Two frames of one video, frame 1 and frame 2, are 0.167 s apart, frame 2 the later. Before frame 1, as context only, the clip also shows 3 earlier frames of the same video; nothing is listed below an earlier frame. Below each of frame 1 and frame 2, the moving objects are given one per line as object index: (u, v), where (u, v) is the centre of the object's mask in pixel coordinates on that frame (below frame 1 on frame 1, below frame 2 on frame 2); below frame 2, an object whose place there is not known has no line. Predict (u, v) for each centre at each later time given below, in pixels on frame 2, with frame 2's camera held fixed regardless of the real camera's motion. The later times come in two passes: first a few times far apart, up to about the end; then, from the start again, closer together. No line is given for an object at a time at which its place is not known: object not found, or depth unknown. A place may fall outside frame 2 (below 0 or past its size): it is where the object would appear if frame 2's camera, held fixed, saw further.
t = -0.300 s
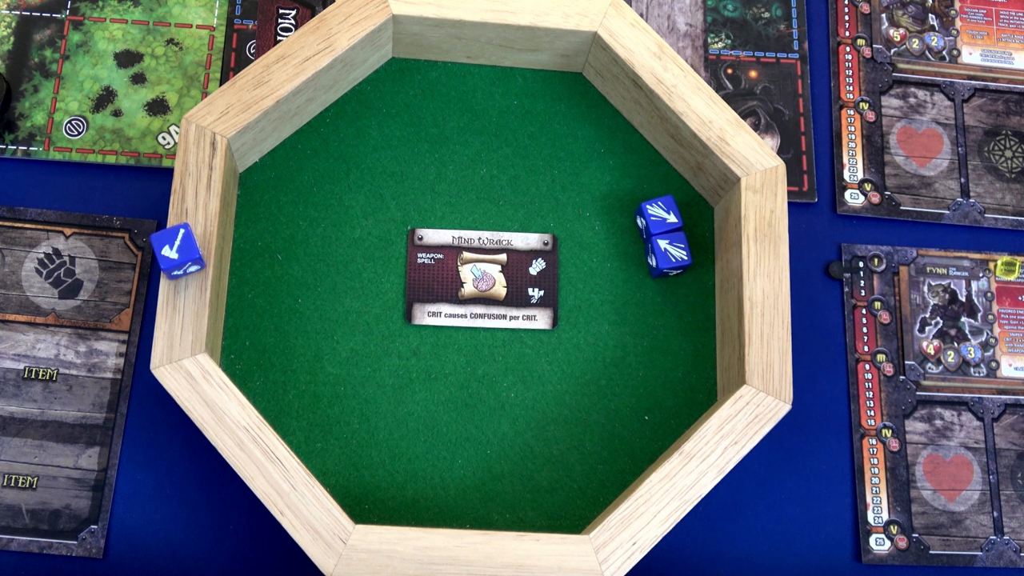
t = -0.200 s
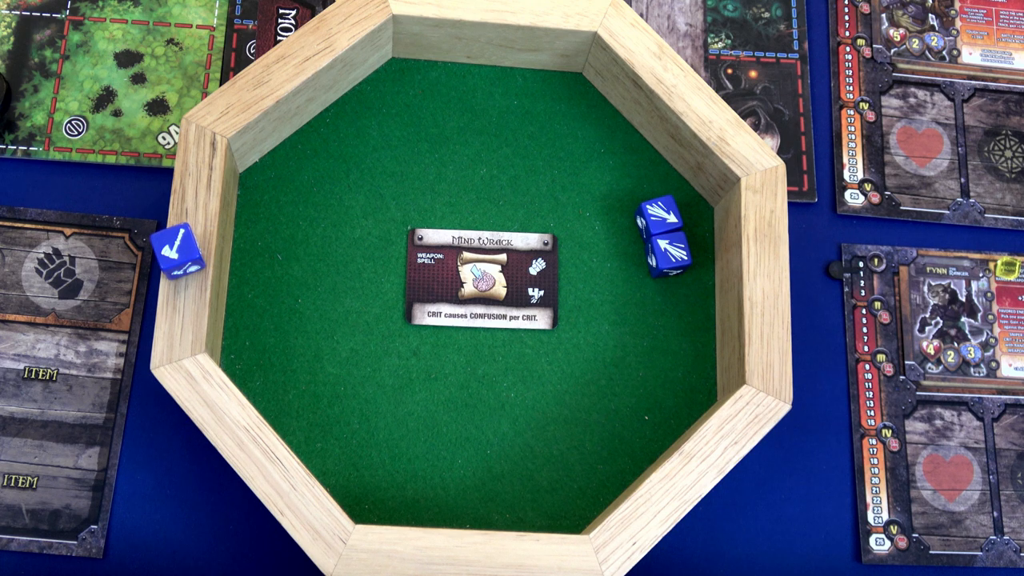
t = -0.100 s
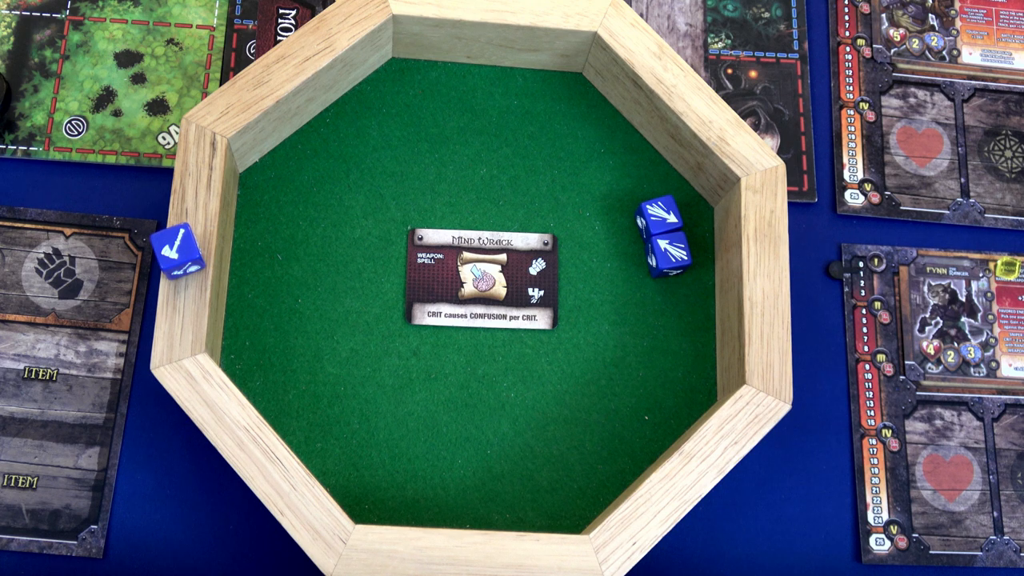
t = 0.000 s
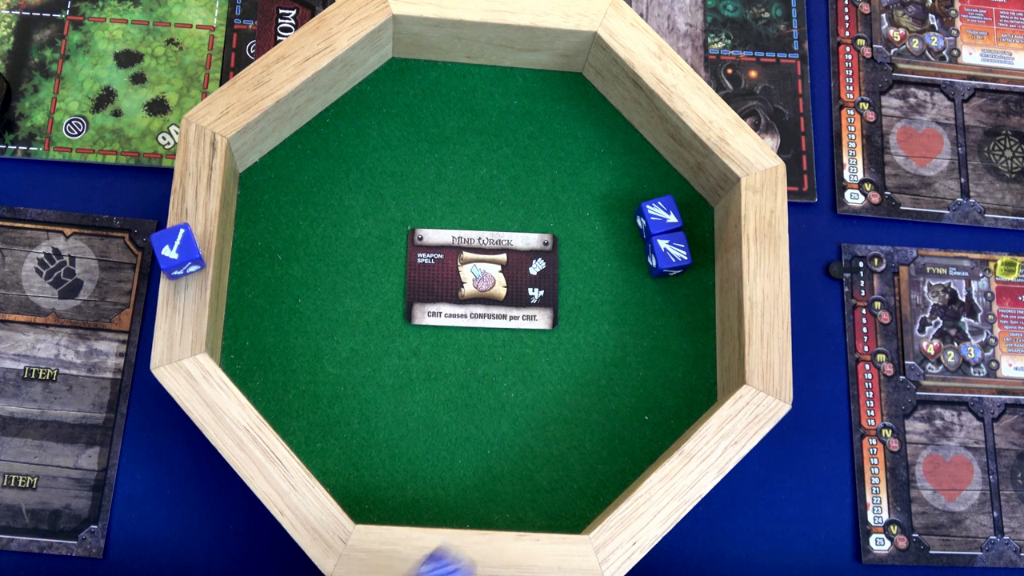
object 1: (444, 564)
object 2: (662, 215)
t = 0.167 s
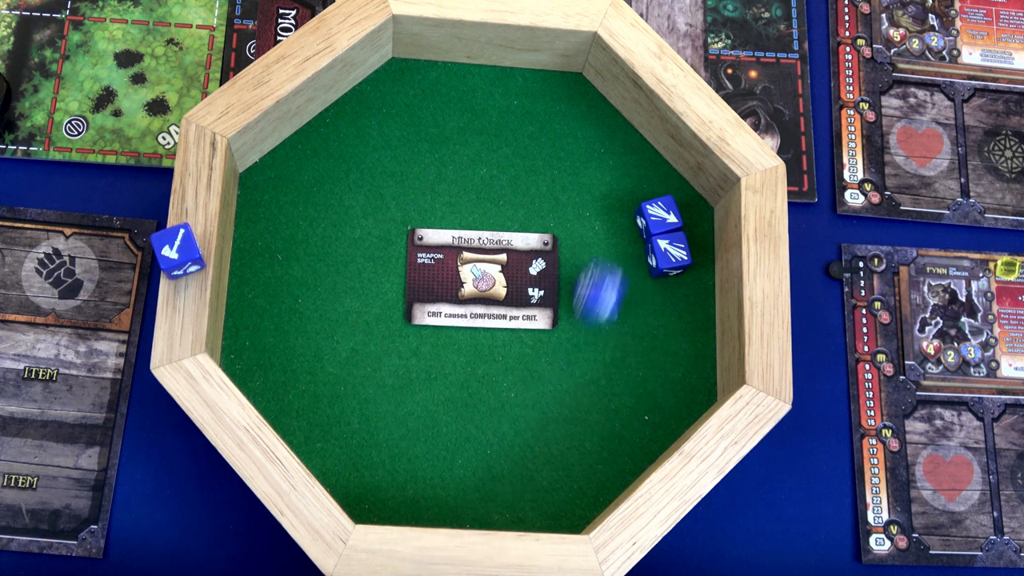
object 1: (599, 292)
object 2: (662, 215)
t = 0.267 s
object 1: (599, 131)
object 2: (696, 205)
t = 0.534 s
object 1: (402, 76)
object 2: (689, 222)
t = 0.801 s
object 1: (398, 79)
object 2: (689, 222)
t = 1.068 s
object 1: (398, 79)
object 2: (689, 222)
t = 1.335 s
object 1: (398, 79)
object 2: (689, 222)
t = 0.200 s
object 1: (618, 229)
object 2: (662, 215)
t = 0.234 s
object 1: (612, 179)
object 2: (680, 207)
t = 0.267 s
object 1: (599, 131)
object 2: (696, 205)
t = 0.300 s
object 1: (583, 90)
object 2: (689, 212)
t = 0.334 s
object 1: (553, 82)
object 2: (693, 219)
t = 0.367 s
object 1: (525, 80)
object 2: (691, 221)
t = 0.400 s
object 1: (493, 74)
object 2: (689, 221)
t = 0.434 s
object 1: (466, 70)
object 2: (689, 221)
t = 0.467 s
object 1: (442, 71)
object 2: (689, 222)
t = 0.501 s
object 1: (419, 74)
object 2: (689, 222)
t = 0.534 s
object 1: (402, 76)
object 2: (689, 222)
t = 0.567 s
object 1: (393, 75)
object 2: (689, 222)
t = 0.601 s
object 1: (393, 79)
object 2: (689, 222)
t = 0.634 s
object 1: (398, 80)
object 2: (689, 222)
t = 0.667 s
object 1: (398, 79)
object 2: (689, 222)
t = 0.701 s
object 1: (398, 79)
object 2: (689, 222)
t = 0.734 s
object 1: (398, 79)
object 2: (689, 222)
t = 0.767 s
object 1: (398, 79)
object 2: (689, 222)
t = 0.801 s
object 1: (398, 79)
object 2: (689, 222)
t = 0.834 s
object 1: (398, 79)
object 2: (689, 222)
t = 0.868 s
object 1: (398, 79)
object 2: (689, 222)
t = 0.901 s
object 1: (398, 79)
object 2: (689, 222)
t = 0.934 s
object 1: (398, 79)
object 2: (689, 222)
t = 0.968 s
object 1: (398, 79)
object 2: (689, 222)
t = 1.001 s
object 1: (398, 79)
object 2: (689, 222)
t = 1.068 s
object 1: (398, 79)
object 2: (689, 222)
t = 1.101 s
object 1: (398, 79)
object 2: (689, 222)
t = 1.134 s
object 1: (398, 79)
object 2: (689, 222)
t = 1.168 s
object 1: (398, 79)
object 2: (689, 222)
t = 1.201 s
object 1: (398, 79)
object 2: (689, 222)
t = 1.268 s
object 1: (398, 79)
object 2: (689, 222)
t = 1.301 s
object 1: (398, 79)
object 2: (689, 222)
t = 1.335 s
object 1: (398, 79)
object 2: (689, 222)
